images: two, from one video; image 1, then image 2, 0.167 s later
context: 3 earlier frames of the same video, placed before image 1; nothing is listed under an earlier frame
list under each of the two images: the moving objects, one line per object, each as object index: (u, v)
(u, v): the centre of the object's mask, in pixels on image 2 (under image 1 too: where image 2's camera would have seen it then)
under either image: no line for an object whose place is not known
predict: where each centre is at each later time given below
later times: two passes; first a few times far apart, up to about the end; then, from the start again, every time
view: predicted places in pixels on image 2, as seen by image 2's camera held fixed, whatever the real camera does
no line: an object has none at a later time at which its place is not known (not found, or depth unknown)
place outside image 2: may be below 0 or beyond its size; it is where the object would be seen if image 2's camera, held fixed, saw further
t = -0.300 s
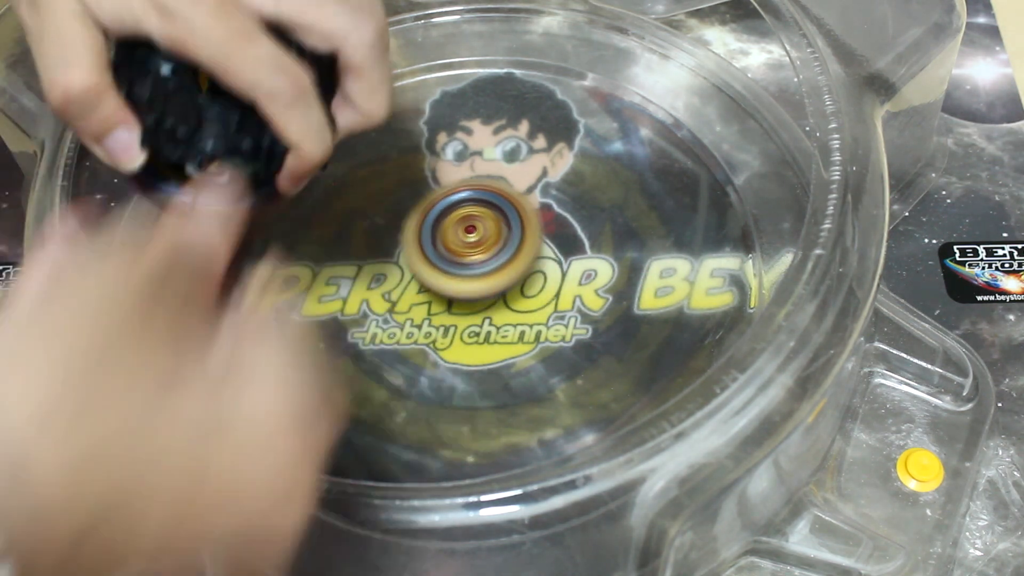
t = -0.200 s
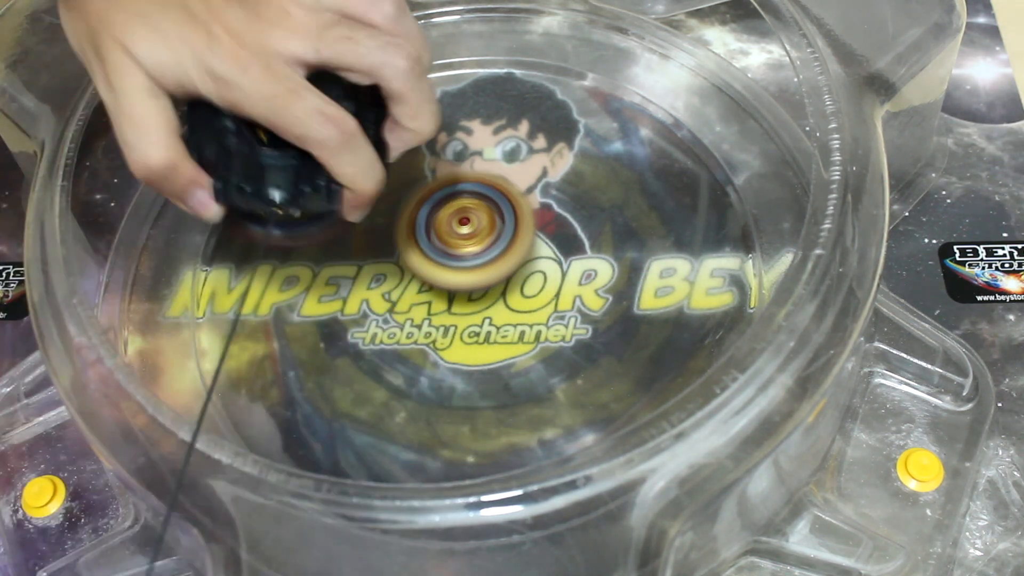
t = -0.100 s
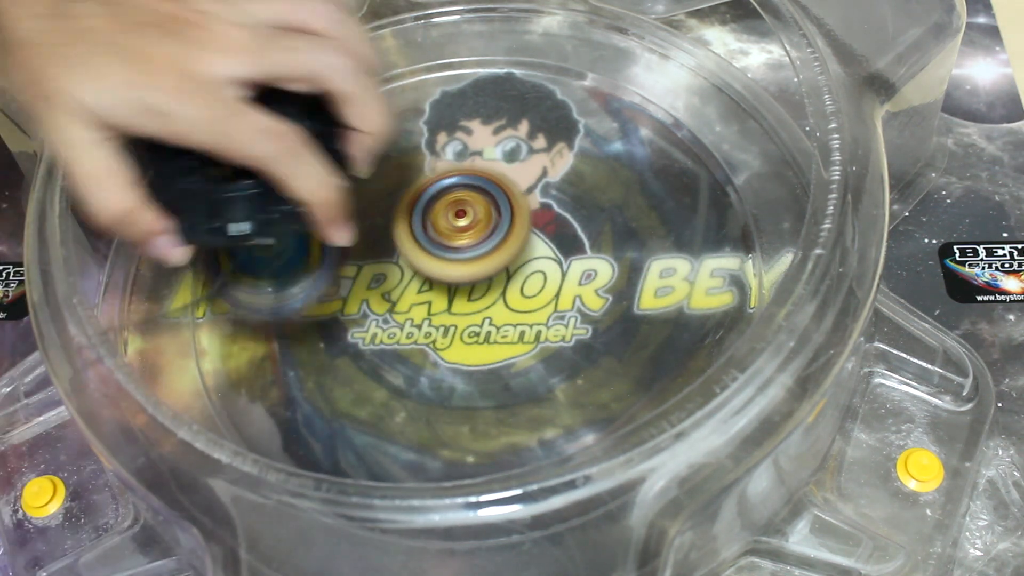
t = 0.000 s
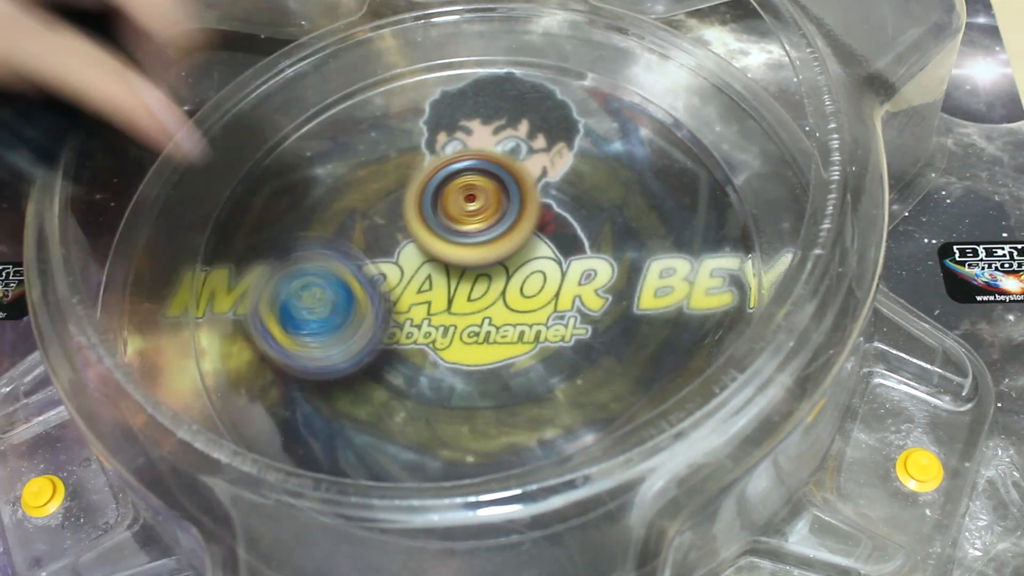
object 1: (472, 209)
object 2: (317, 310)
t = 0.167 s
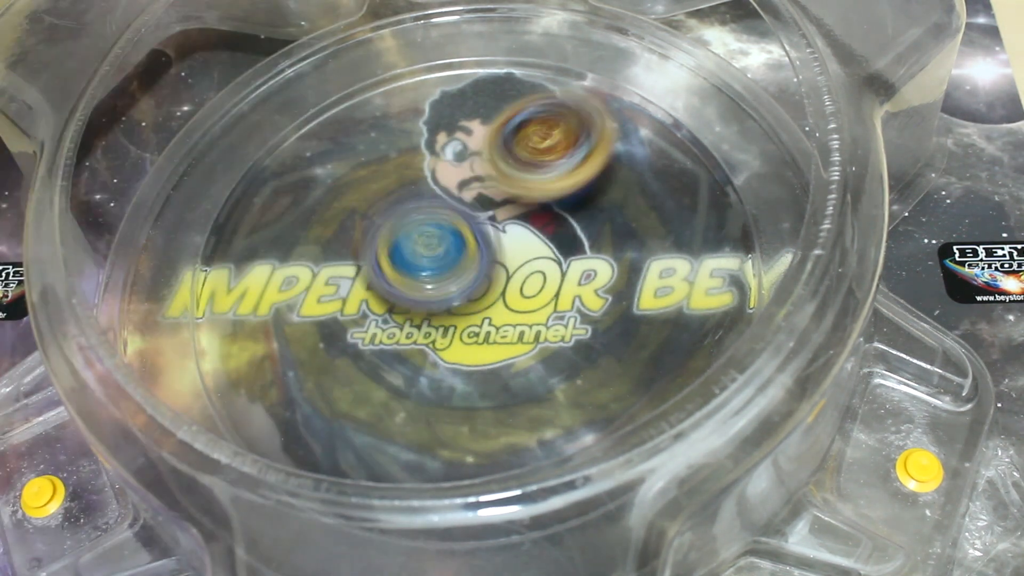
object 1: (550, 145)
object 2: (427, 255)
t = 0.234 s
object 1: (598, 110)
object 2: (374, 210)
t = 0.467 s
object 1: (686, 198)
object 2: (439, 309)
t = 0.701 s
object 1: (547, 281)
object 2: (295, 196)
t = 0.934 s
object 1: (505, 114)
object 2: (522, 290)
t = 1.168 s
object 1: (667, 45)
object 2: (396, 268)
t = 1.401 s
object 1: (618, 38)
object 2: (608, 237)
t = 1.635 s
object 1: (533, 27)
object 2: (367, 290)
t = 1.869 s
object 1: (432, 27)
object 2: (610, 267)
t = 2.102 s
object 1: (349, 46)
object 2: (353, 243)
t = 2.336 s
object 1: (233, 82)
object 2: (569, 350)
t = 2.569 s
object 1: (148, 187)
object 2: (400, 184)
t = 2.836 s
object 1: (321, 208)
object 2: (488, 387)
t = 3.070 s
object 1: (251, 58)
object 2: (733, 208)
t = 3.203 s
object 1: (184, 52)
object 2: (682, 135)
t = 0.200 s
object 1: (574, 125)
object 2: (404, 227)
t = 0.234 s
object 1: (598, 110)
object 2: (374, 210)
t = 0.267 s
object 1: (622, 101)
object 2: (339, 213)
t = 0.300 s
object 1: (648, 101)
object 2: (311, 233)
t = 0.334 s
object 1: (666, 106)
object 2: (299, 272)
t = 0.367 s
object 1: (668, 124)
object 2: (312, 304)
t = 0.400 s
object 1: (673, 146)
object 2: (349, 335)
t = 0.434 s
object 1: (679, 172)
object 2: (397, 332)
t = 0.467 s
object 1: (686, 198)
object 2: (439, 309)
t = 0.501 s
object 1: (690, 222)
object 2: (463, 270)
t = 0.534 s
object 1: (681, 245)
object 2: (470, 229)
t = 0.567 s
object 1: (662, 259)
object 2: (452, 192)
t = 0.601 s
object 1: (632, 272)
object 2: (418, 163)
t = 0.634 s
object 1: (600, 281)
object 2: (370, 154)
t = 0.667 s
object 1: (571, 284)
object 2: (330, 166)
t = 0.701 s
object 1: (547, 281)
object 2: (295, 196)
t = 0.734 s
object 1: (530, 273)
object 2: (284, 237)
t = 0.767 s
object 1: (514, 258)
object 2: (297, 288)
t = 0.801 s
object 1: (498, 235)
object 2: (338, 325)
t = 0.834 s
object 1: (487, 214)
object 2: (390, 333)
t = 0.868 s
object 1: (482, 193)
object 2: (446, 324)
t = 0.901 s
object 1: (492, 142)
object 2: (485, 317)
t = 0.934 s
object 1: (505, 114)
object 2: (522, 290)
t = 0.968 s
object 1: (523, 89)
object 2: (546, 250)
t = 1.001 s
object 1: (548, 73)
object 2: (548, 211)
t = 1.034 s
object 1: (575, 61)
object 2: (529, 178)
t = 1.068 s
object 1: (603, 49)
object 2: (486, 175)
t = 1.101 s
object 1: (630, 45)
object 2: (434, 202)
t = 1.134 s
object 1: (655, 49)
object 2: (405, 233)
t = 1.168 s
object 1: (667, 45)
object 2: (396, 268)
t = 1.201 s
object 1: (674, 47)
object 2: (407, 320)
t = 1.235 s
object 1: (670, 45)
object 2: (442, 353)
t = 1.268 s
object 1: (660, 41)
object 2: (492, 365)
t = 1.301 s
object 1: (653, 39)
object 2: (546, 354)
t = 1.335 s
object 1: (645, 42)
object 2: (586, 320)
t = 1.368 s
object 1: (633, 41)
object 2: (609, 278)
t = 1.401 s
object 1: (618, 38)
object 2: (608, 237)
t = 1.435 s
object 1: (601, 34)
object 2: (589, 205)
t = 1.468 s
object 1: (588, 32)
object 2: (551, 181)
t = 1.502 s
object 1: (577, 32)
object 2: (503, 170)
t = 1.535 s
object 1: (565, 31)
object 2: (453, 183)
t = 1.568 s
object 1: (554, 31)
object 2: (403, 208)
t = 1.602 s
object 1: (544, 29)
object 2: (380, 239)
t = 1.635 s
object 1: (533, 27)
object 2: (367, 290)
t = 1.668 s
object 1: (520, 26)
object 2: (380, 344)
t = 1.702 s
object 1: (506, 26)
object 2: (412, 374)
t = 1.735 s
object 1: (491, 25)
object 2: (464, 393)
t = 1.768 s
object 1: (472, 25)
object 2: (520, 385)
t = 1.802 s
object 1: (456, 25)
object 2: (570, 359)
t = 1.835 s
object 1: (442, 26)
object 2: (600, 315)
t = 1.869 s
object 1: (432, 27)
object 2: (610, 267)
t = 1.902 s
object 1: (419, 28)
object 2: (599, 230)
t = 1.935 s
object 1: (405, 29)
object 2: (570, 199)
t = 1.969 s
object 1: (390, 30)
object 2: (527, 178)
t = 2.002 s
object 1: (379, 32)
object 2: (478, 173)
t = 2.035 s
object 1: (371, 36)
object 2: (424, 185)
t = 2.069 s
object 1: (362, 41)
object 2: (378, 210)
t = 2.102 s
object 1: (349, 46)
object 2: (353, 243)
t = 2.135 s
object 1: (332, 50)
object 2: (337, 290)
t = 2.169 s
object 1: (312, 59)
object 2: (343, 343)
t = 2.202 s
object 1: (293, 64)
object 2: (372, 378)
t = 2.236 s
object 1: (278, 70)
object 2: (420, 400)
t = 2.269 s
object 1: (265, 72)
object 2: (478, 401)
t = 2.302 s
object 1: (251, 76)
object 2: (534, 382)
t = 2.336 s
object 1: (233, 82)
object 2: (569, 350)
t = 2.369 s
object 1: (214, 92)
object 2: (588, 308)
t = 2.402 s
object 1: (200, 108)
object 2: (591, 263)
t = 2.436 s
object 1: (186, 124)
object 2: (577, 228)
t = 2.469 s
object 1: (179, 141)
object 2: (547, 197)
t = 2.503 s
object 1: (171, 157)
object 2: (499, 175)
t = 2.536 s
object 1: (162, 172)
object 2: (453, 173)
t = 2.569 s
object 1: (148, 187)
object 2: (400, 184)
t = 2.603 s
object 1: (149, 196)
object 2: (362, 203)
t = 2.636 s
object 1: (163, 197)
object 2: (334, 231)
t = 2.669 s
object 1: (180, 199)
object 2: (317, 276)
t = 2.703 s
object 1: (197, 203)
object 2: (320, 324)
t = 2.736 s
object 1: (220, 213)
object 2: (345, 369)
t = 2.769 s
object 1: (248, 211)
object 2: (384, 391)
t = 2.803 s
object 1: (284, 210)
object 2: (439, 399)
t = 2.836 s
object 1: (321, 208)
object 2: (488, 387)
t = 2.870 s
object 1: (359, 207)
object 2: (532, 357)
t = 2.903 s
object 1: (390, 207)
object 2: (561, 314)
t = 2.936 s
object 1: (421, 211)
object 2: (571, 273)
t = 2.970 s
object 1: (385, 186)
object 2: (618, 263)
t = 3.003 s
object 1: (322, 133)
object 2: (681, 260)
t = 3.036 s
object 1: (277, 87)
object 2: (727, 237)
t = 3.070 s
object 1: (251, 58)
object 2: (733, 208)
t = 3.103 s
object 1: (230, 48)
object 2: (714, 185)
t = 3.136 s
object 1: (215, 48)
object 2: (700, 170)
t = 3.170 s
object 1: (198, 46)
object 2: (705, 147)
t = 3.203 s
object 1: (184, 52)
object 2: (682, 135)
